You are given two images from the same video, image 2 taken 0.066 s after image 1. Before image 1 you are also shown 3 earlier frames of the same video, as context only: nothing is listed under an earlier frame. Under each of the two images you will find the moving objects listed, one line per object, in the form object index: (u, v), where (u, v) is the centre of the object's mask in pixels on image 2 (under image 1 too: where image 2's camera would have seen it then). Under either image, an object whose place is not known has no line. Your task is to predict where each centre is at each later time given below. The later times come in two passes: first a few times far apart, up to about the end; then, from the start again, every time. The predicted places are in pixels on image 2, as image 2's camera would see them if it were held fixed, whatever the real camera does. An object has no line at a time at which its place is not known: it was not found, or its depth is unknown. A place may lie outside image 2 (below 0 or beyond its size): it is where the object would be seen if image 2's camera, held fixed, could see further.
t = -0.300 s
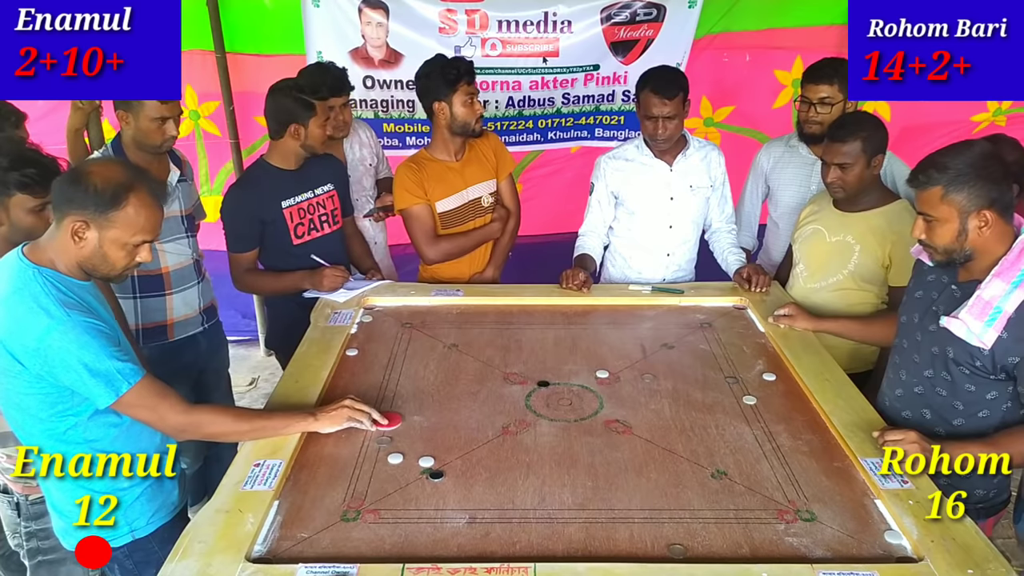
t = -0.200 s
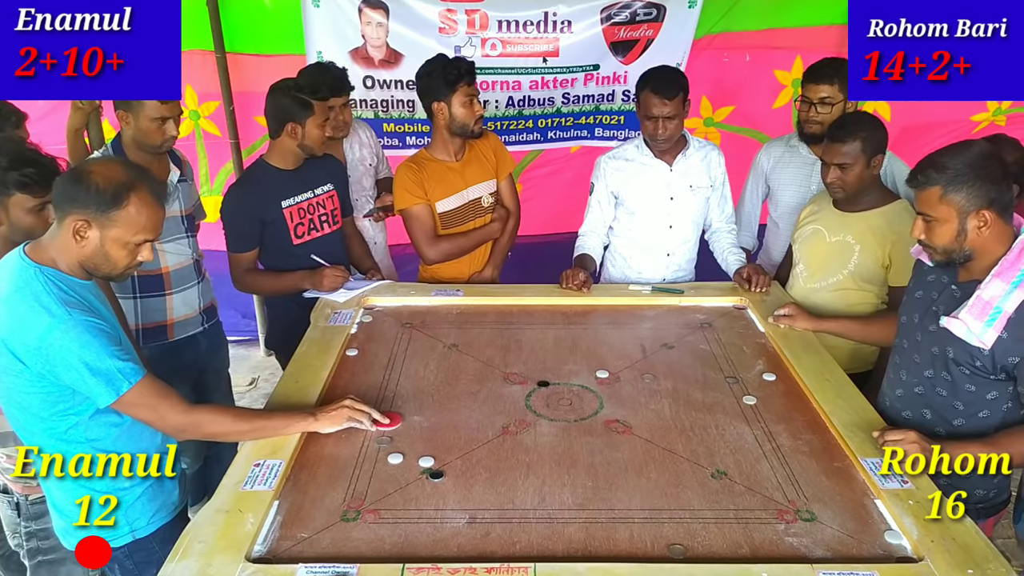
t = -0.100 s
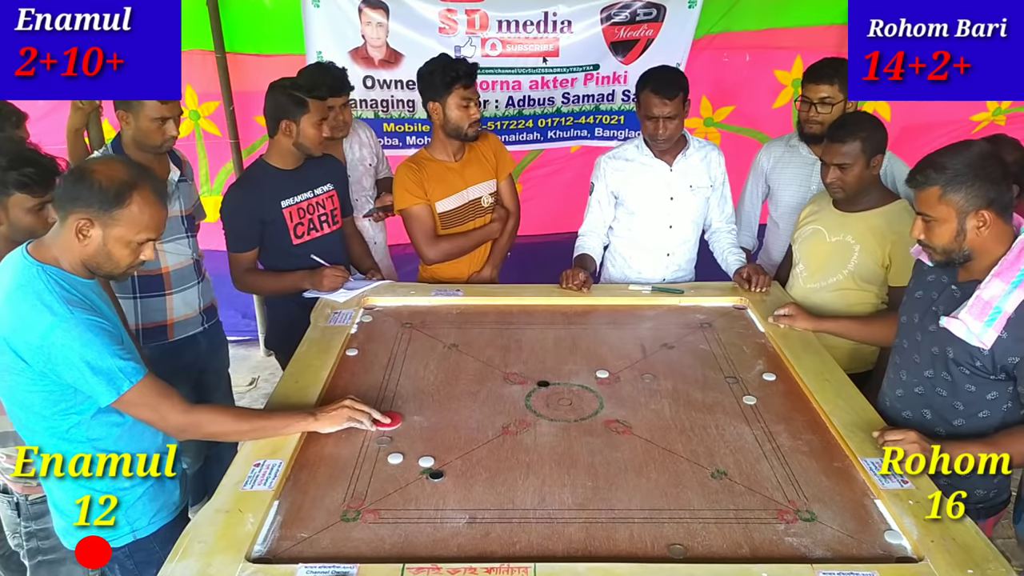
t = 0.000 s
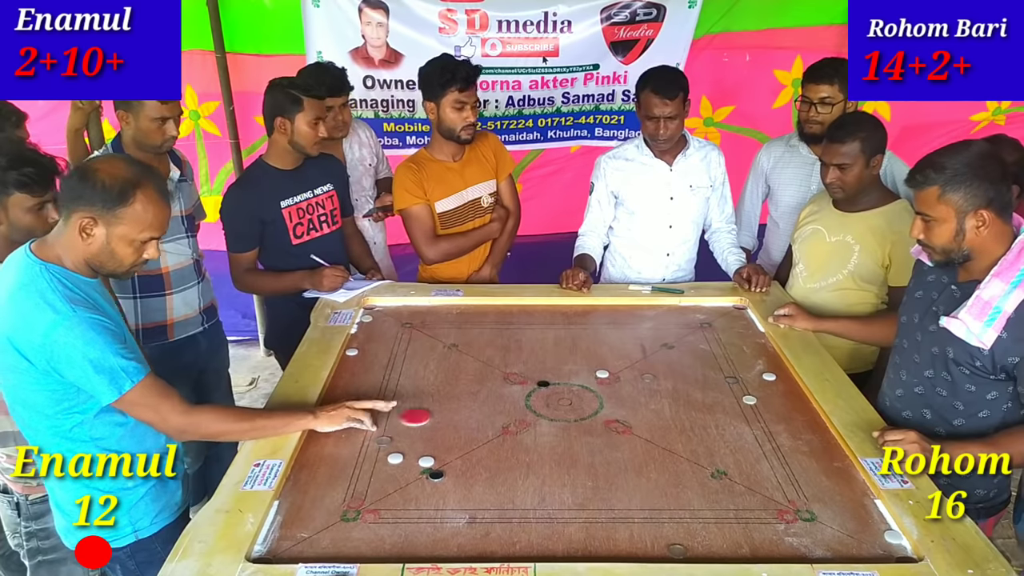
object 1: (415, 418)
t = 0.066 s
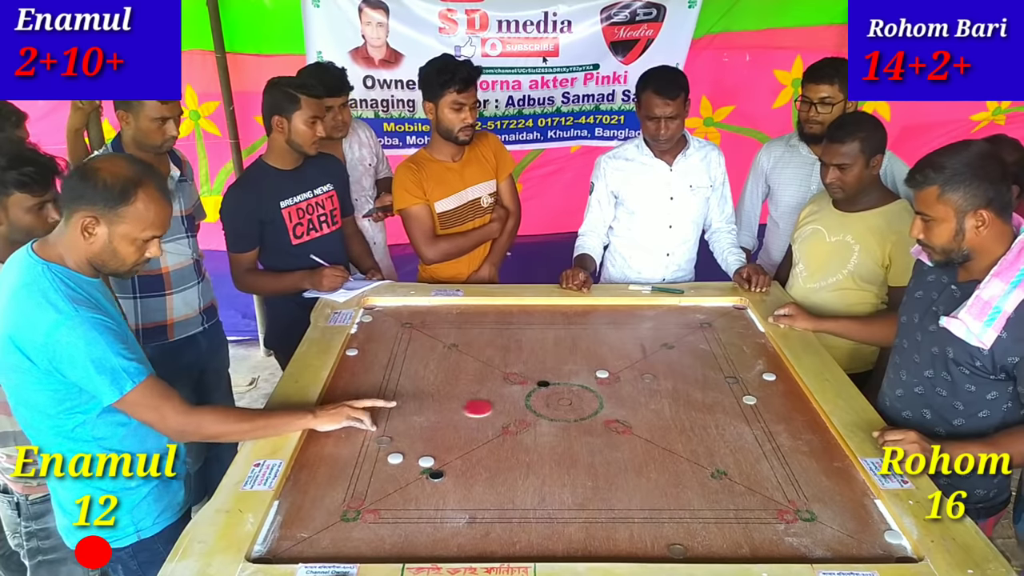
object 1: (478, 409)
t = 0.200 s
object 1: (588, 393)
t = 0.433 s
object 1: (724, 378)
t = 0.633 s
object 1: (769, 371)
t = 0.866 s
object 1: (729, 368)
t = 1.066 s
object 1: (714, 367)
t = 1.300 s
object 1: (714, 367)
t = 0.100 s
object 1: (507, 404)
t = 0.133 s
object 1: (535, 400)
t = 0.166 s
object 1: (561, 396)
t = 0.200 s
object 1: (588, 393)
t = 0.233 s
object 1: (612, 388)
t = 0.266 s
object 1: (637, 386)
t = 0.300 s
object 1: (656, 384)
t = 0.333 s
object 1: (675, 382)
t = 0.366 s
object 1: (693, 381)
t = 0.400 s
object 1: (712, 379)
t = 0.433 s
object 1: (724, 378)
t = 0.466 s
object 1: (737, 377)
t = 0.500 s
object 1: (749, 376)
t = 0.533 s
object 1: (759, 374)
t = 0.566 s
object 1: (770, 373)
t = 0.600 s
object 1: (776, 372)
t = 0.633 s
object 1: (769, 371)
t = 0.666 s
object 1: (762, 371)
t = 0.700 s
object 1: (755, 370)
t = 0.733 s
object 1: (748, 370)
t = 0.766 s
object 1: (743, 369)
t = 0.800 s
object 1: (738, 368)
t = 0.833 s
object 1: (734, 368)
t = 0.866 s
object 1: (729, 368)
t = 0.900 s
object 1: (725, 368)
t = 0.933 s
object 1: (722, 367)
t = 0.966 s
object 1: (719, 367)
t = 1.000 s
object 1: (717, 367)
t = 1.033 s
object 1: (716, 367)
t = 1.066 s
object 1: (714, 367)
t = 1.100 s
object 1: (714, 367)
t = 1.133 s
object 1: (714, 367)
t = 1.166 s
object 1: (714, 367)
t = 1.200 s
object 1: (714, 367)
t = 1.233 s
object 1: (714, 367)
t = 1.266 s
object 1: (714, 367)
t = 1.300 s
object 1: (714, 367)
